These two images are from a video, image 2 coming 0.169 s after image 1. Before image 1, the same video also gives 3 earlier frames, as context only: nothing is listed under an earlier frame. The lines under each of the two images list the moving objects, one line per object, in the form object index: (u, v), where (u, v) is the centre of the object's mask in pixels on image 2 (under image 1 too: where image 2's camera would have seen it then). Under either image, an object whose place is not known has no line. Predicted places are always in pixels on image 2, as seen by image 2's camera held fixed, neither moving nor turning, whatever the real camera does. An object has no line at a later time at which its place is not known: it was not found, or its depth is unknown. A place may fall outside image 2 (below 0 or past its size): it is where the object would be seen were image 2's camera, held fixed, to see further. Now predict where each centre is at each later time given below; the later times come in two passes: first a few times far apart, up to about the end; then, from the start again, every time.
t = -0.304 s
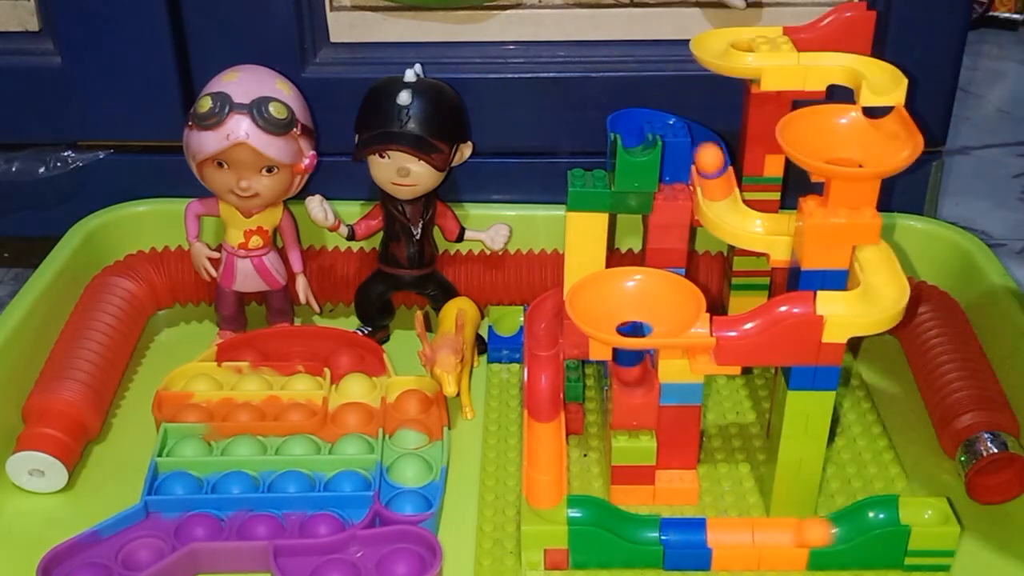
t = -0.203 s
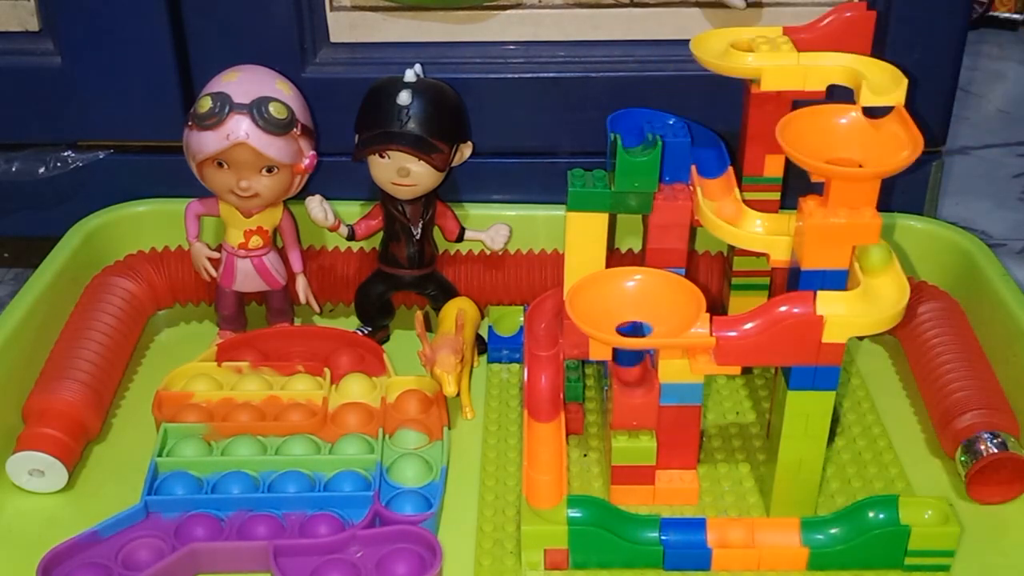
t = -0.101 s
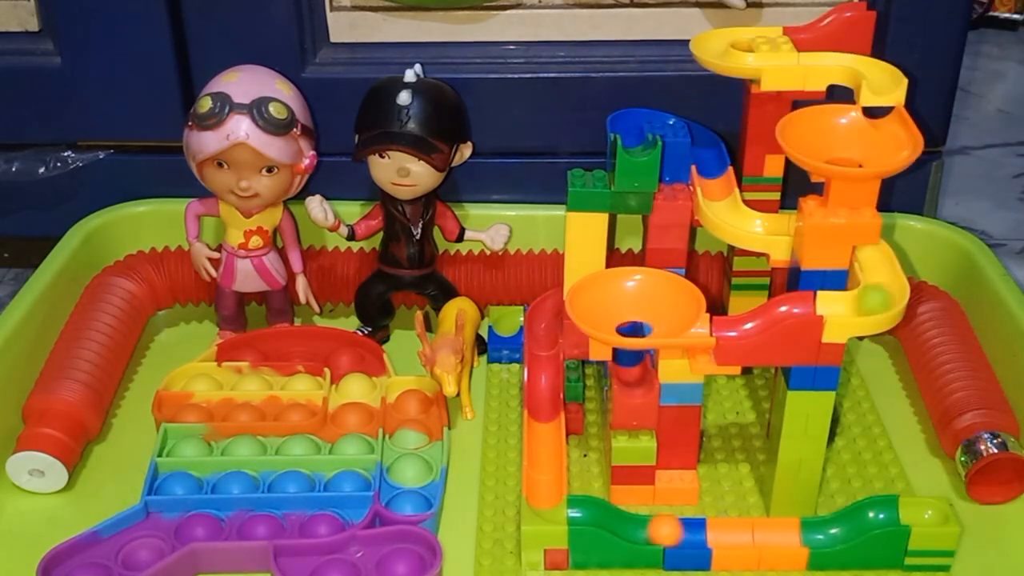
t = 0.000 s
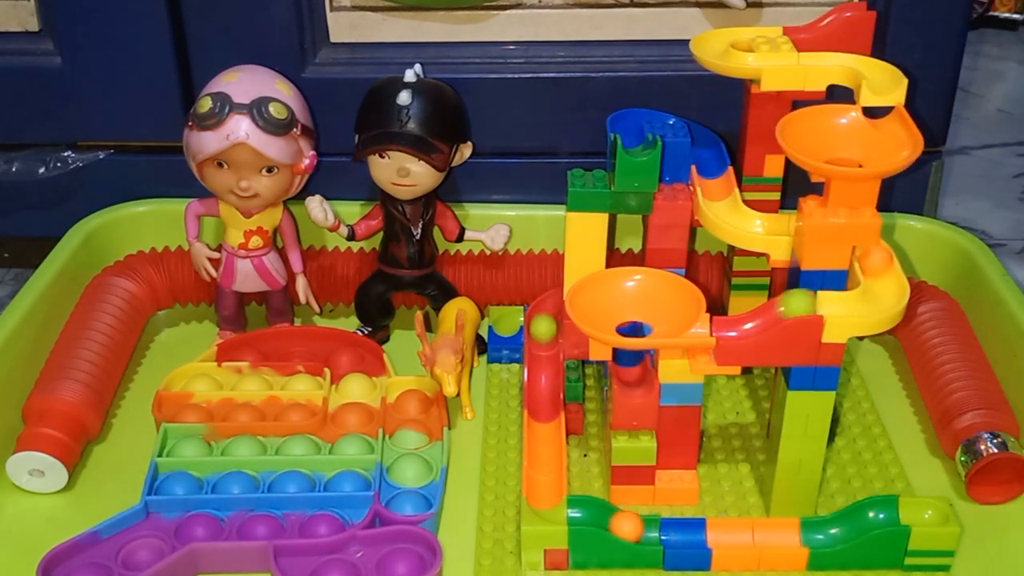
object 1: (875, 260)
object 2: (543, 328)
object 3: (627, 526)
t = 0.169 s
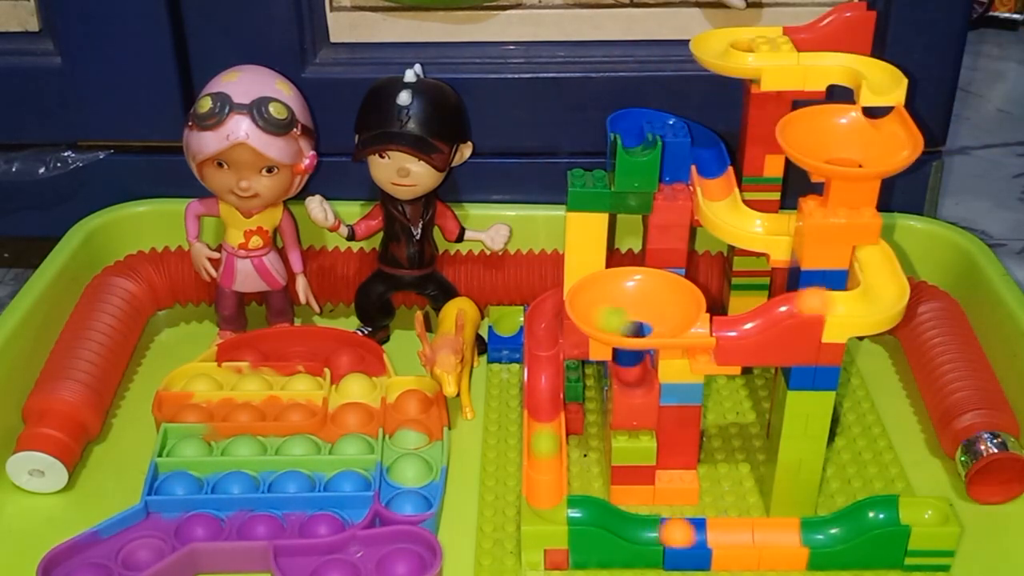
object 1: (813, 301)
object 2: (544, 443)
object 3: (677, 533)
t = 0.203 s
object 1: (789, 304)
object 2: (545, 468)
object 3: (691, 533)
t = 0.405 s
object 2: (671, 531)
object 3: (756, 533)
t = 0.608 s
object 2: (771, 533)
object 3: (834, 530)
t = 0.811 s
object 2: (757, 532)
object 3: (802, 533)
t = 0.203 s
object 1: (789, 304)
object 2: (545, 468)
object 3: (691, 533)
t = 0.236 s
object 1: (755, 321)
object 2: (543, 496)
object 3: (704, 533)
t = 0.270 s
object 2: (556, 508)
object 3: (716, 534)
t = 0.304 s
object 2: (582, 510)
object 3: (728, 534)
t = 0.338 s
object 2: (605, 514)
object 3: (738, 534)
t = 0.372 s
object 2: (633, 526)
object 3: (747, 534)
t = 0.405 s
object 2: (671, 531)
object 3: (756, 533)
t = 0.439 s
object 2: (704, 532)
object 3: (763, 534)
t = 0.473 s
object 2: (734, 533)
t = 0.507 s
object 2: (744, 533)
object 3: (797, 533)
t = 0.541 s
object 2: (754, 532)
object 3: (814, 532)
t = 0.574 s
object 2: (764, 533)
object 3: (826, 531)
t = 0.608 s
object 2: (771, 533)
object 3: (834, 530)
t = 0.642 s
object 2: (777, 532)
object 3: (832, 530)
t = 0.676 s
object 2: (781, 532)
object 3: (822, 532)
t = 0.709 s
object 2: (777, 532)
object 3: (818, 532)
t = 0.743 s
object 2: (771, 532)
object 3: (814, 532)
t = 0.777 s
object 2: (764, 532)
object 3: (809, 533)
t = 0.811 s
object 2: (757, 532)
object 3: (802, 533)
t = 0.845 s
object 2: (748, 533)
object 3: (792, 533)
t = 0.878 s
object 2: (739, 533)
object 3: (783, 534)
